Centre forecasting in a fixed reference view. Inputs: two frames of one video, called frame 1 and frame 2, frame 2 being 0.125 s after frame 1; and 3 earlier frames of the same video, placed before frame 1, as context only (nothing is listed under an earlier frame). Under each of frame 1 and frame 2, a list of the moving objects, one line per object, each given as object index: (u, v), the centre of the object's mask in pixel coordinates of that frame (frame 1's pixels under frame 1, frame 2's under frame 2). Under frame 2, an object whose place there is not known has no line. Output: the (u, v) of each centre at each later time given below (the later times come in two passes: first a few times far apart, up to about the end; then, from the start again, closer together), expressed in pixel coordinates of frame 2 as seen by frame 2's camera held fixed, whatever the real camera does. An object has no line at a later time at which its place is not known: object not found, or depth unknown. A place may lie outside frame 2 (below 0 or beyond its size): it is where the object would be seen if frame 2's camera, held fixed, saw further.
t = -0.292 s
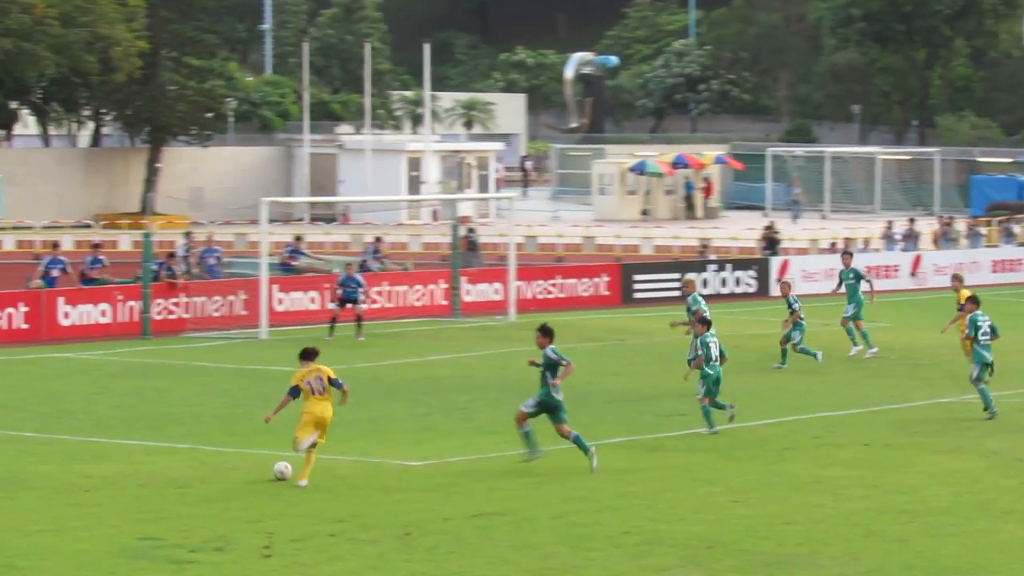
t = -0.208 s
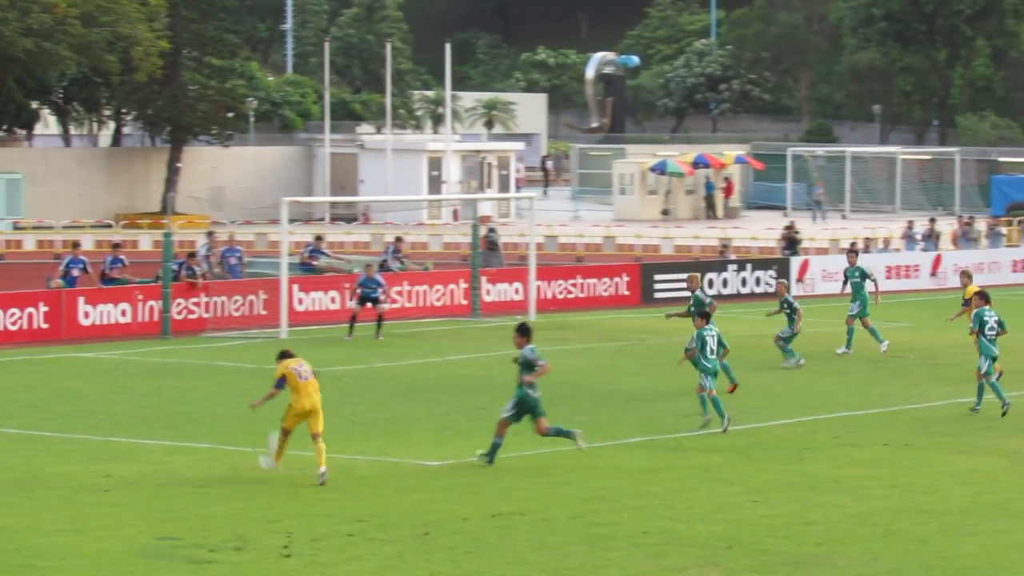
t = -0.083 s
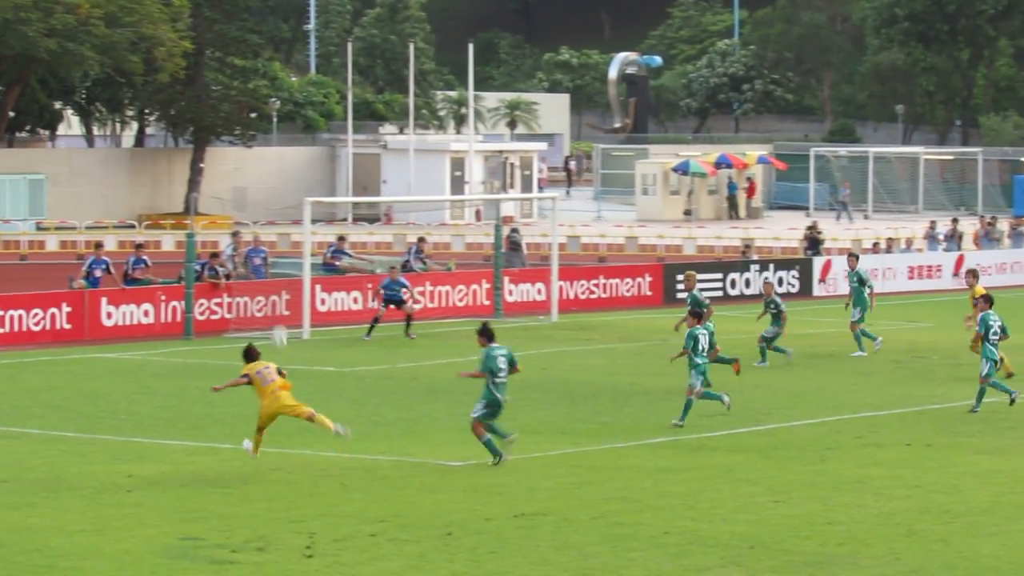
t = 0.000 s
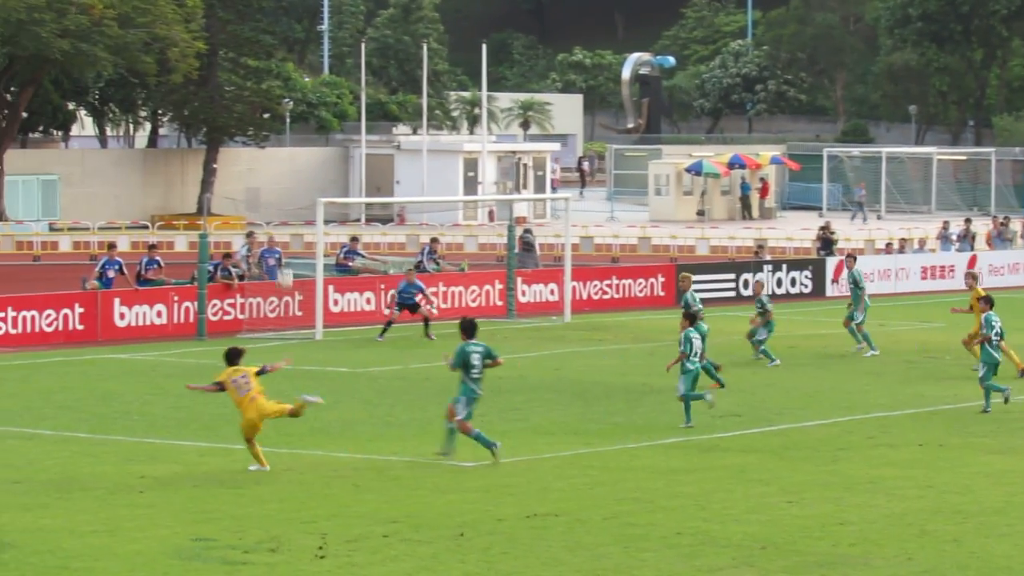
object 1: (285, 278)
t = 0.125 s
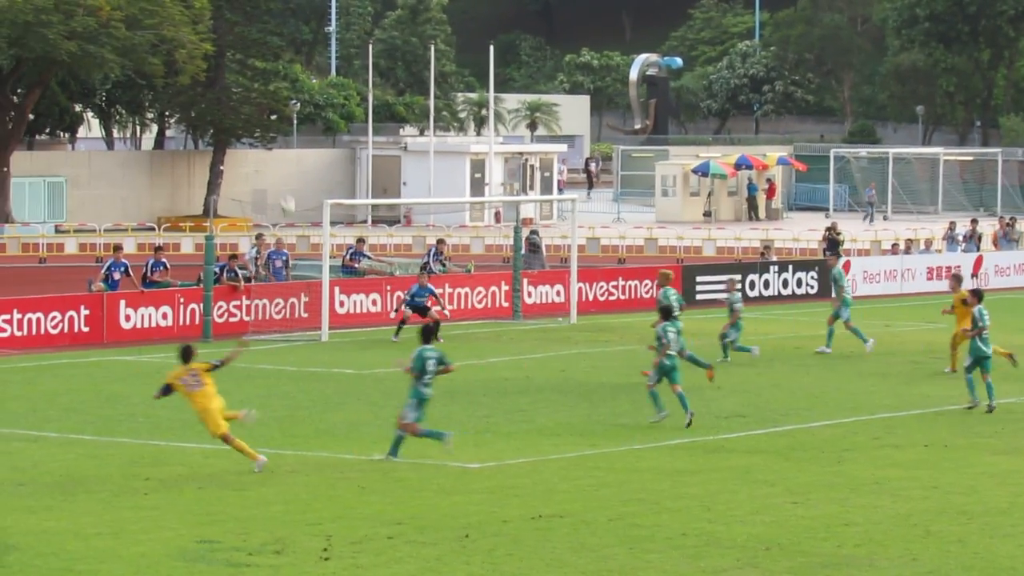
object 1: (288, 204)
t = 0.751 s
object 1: (350, 31)
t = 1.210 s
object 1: (441, 42)
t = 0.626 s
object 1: (330, 46)
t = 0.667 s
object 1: (336, 38)
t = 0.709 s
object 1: (343, 35)
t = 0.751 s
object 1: (350, 31)
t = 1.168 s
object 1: (432, 38)
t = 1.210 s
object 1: (441, 42)
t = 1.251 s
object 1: (450, 47)
